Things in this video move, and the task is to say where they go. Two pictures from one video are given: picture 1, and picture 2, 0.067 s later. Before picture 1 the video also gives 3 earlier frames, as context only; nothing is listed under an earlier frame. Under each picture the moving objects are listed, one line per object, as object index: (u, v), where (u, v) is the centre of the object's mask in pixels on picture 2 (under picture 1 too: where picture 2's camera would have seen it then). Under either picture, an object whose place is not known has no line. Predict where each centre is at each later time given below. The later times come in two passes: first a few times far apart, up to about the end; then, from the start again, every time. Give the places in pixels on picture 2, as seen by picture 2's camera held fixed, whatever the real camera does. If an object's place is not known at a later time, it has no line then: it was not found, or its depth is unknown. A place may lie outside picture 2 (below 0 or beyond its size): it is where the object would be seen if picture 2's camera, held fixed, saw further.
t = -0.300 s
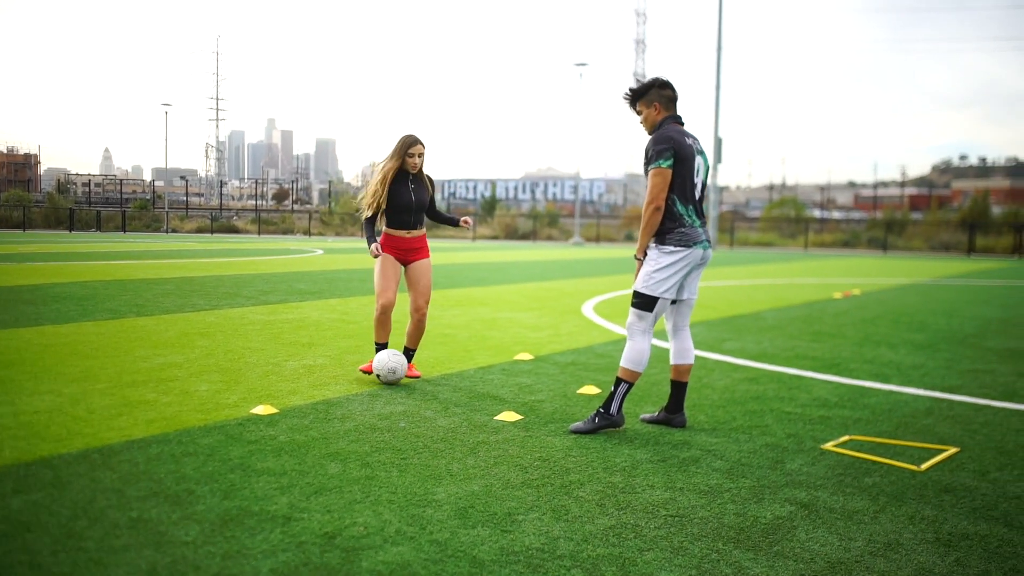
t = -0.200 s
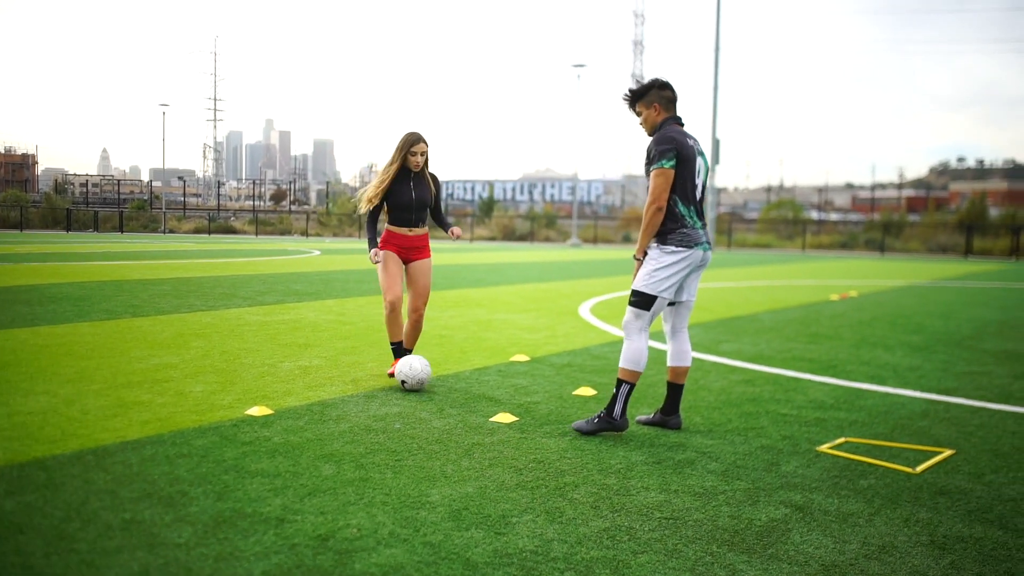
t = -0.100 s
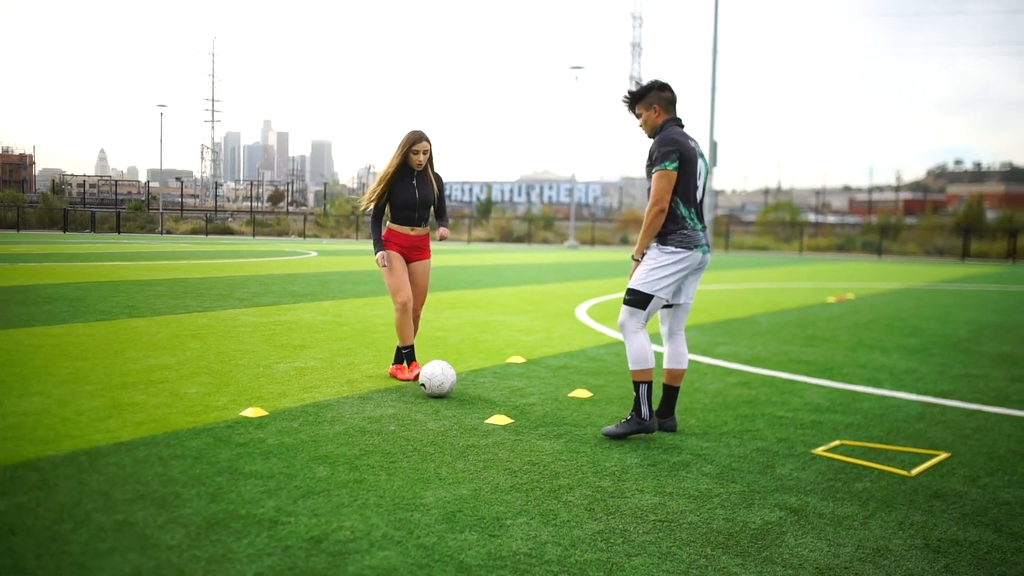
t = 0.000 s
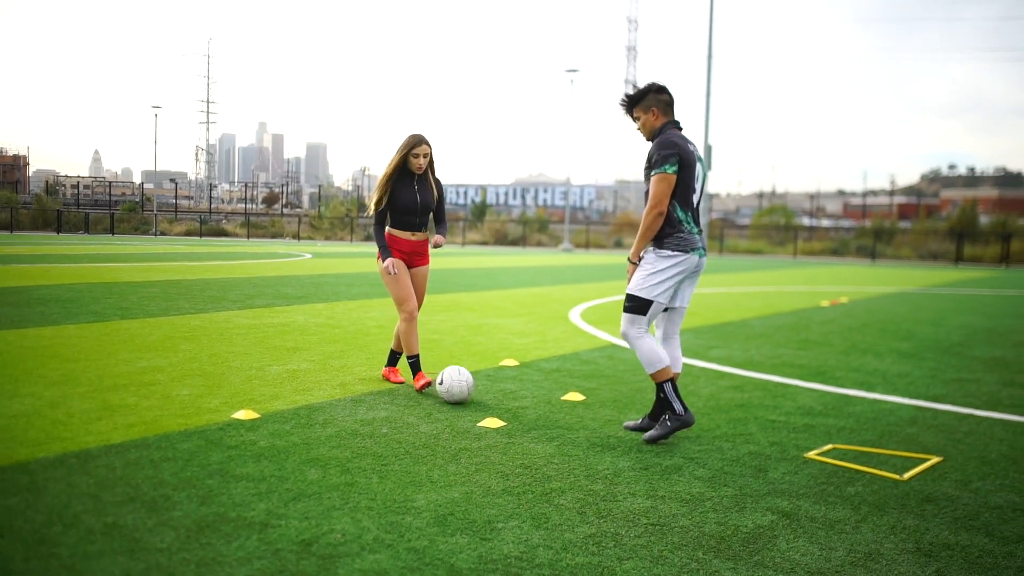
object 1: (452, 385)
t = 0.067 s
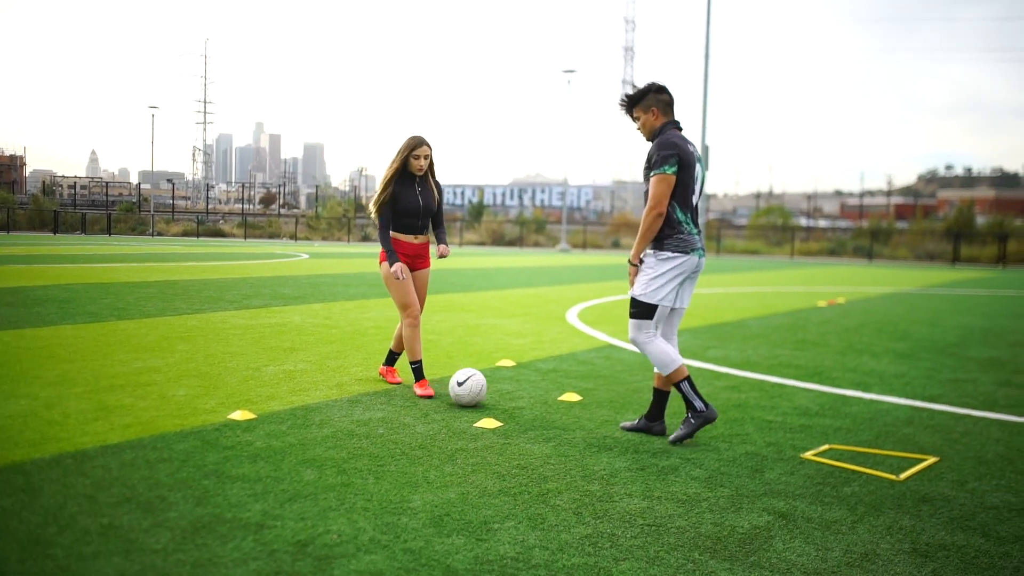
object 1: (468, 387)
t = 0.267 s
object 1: (517, 393)
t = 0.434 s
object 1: (557, 398)
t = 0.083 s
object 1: (472, 388)
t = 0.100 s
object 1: (476, 388)
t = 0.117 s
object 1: (480, 389)
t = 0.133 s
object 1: (484, 390)
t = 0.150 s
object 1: (489, 390)
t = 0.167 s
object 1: (493, 390)
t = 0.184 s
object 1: (497, 391)
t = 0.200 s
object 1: (501, 391)
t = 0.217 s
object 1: (505, 391)
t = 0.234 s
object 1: (509, 392)
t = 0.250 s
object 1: (513, 393)
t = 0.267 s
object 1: (517, 393)
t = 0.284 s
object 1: (521, 394)
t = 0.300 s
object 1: (525, 394)
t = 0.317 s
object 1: (529, 394)
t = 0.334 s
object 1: (533, 395)
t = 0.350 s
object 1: (537, 396)
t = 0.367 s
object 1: (541, 396)
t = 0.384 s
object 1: (545, 397)
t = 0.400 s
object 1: (549, 397)
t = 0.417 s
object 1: (553, 397)
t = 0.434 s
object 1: (557, 398)
